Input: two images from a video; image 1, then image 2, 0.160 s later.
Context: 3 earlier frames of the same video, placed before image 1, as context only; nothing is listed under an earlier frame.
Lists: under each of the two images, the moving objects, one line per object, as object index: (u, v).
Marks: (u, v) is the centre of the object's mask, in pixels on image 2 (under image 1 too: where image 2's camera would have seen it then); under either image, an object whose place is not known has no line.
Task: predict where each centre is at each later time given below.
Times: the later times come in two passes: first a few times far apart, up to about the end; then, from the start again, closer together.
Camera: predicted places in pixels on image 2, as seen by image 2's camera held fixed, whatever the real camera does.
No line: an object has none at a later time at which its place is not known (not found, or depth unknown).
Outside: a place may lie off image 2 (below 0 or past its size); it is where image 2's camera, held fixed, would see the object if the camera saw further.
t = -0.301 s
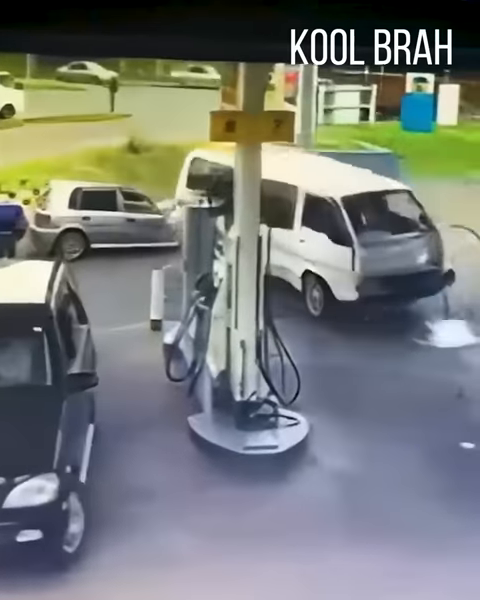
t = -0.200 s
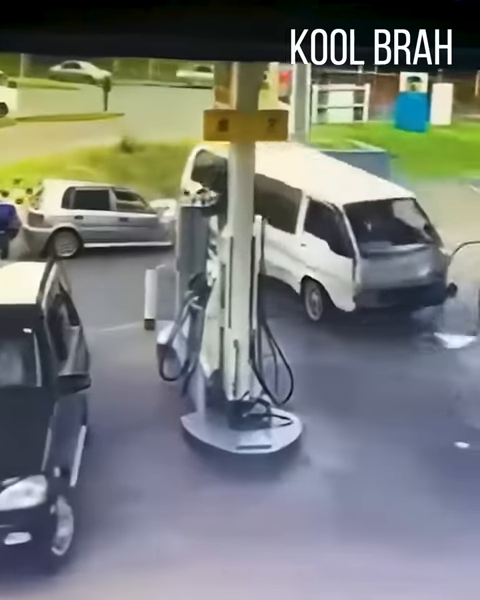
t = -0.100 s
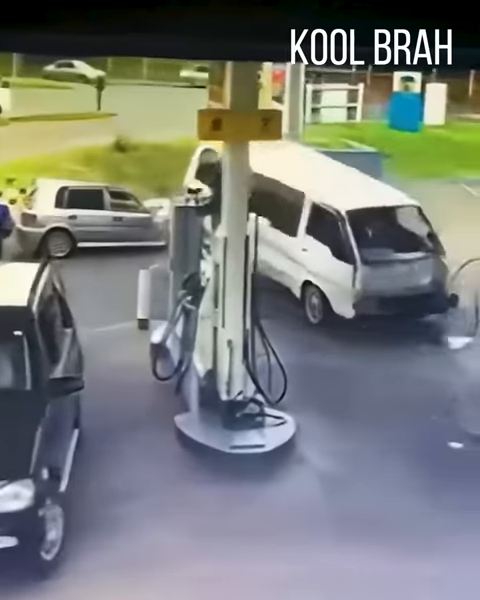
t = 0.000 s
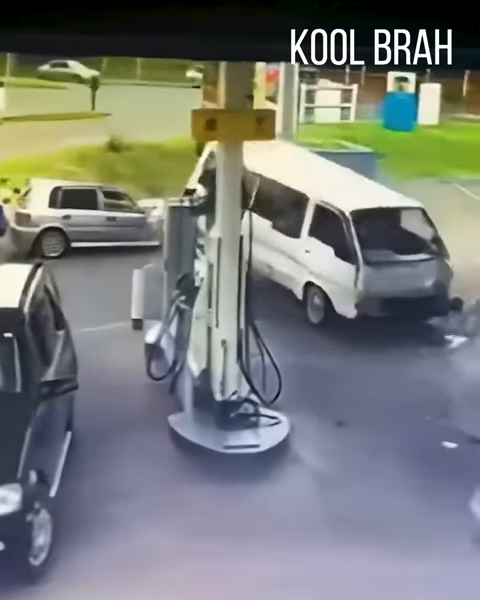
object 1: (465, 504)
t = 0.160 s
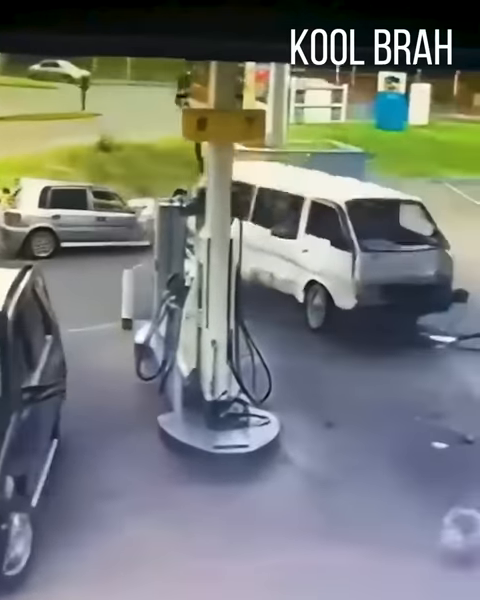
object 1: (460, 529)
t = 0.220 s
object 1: (455, 530)
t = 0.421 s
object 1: (422, 550)
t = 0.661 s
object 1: (378, 569)
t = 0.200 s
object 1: (457, 527)
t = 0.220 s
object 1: (455, 530)
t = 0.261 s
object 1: (448, 532)
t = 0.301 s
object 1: (440, 535)
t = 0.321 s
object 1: (436, 540)
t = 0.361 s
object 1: (429, 548)
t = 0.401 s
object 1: (423, 549)
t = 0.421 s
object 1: (422, 550)
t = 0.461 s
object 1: (411, 554)
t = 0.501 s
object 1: (404, 558)
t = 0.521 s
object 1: (402, 560)
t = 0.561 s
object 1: (394, 561)
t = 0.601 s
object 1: (388, 563)
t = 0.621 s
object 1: (387, 564)
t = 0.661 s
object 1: (378, 569)
